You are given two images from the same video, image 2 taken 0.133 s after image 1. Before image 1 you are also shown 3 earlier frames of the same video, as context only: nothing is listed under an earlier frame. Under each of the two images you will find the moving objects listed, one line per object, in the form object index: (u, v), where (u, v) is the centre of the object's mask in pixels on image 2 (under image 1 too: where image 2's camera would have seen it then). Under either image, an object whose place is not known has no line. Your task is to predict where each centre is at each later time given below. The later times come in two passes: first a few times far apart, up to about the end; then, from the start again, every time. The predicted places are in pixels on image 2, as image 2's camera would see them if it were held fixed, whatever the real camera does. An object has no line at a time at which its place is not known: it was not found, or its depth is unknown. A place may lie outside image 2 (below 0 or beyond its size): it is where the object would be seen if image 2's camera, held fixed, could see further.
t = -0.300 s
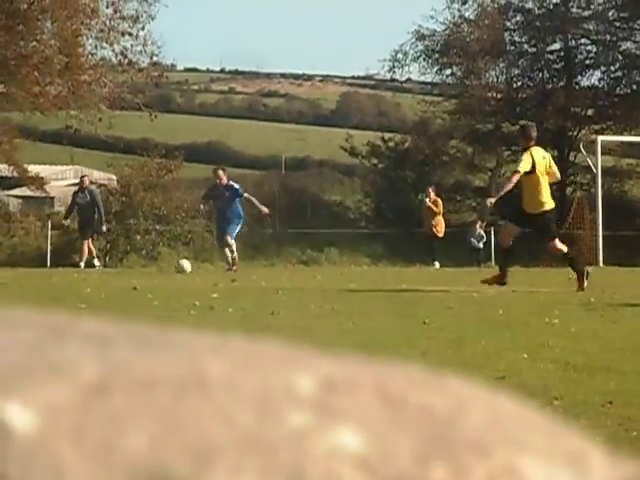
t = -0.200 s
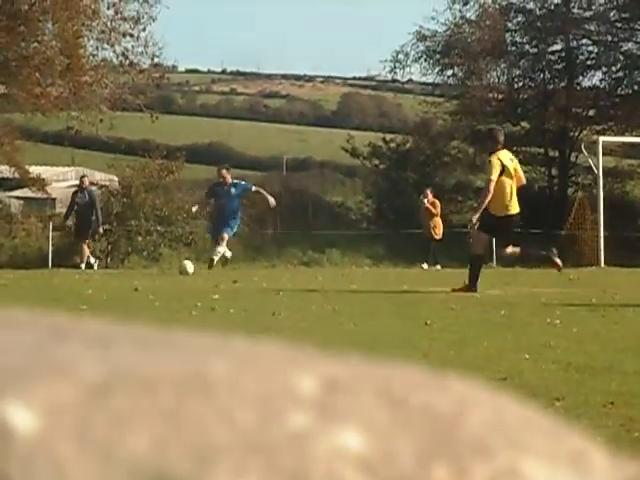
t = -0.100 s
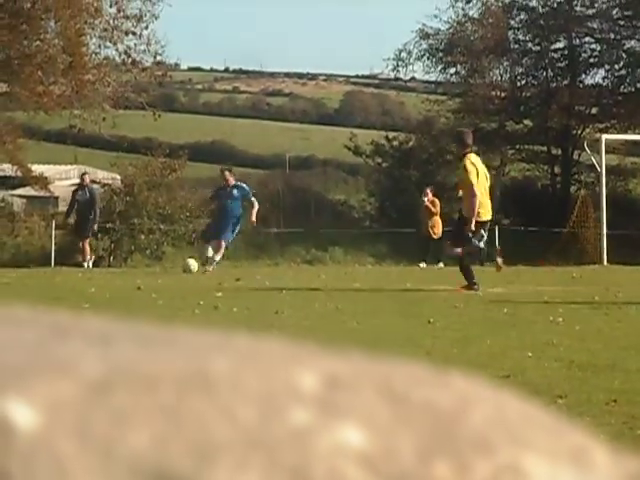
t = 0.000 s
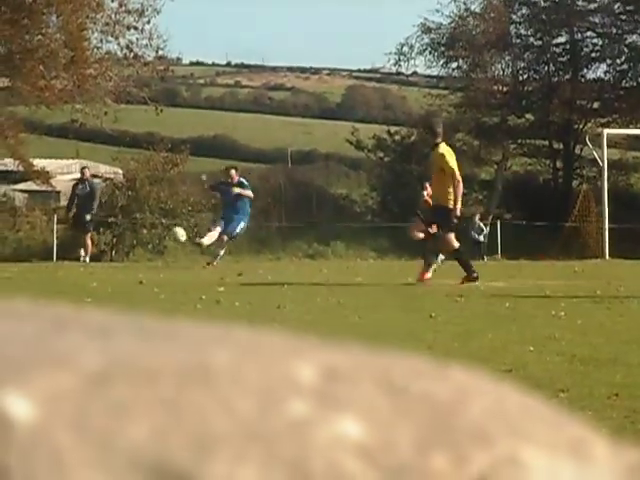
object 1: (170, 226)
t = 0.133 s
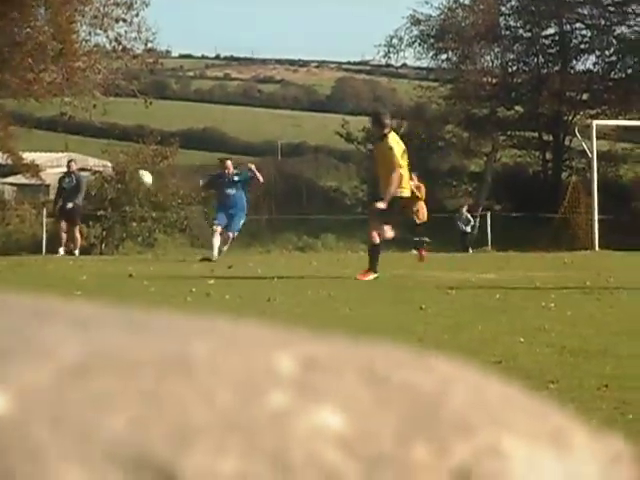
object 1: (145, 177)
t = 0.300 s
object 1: (129, 130)
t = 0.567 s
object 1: (138, 108)
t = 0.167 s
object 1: (141, 165)
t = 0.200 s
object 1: (137, 156)
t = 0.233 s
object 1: (134, 146)
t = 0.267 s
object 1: (131, 137)
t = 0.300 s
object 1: (129, 130)
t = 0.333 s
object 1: (127, 124)
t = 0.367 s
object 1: (125, 118)
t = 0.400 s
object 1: (128, 113)
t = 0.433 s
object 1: (127, 110)
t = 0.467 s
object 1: (128, 108)
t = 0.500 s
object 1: (130, 107)
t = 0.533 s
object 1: (133, 107)
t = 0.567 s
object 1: (138, 108)
